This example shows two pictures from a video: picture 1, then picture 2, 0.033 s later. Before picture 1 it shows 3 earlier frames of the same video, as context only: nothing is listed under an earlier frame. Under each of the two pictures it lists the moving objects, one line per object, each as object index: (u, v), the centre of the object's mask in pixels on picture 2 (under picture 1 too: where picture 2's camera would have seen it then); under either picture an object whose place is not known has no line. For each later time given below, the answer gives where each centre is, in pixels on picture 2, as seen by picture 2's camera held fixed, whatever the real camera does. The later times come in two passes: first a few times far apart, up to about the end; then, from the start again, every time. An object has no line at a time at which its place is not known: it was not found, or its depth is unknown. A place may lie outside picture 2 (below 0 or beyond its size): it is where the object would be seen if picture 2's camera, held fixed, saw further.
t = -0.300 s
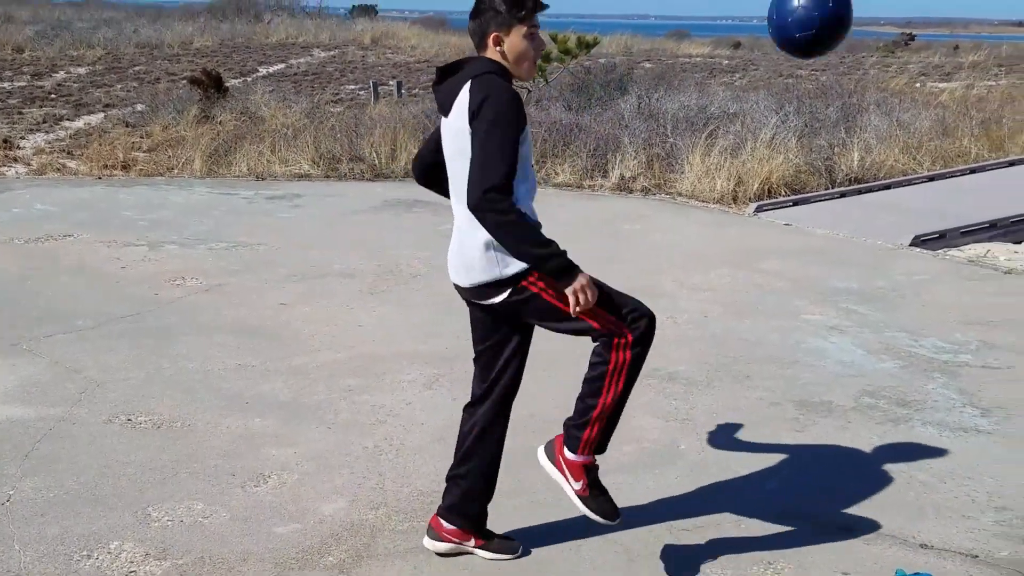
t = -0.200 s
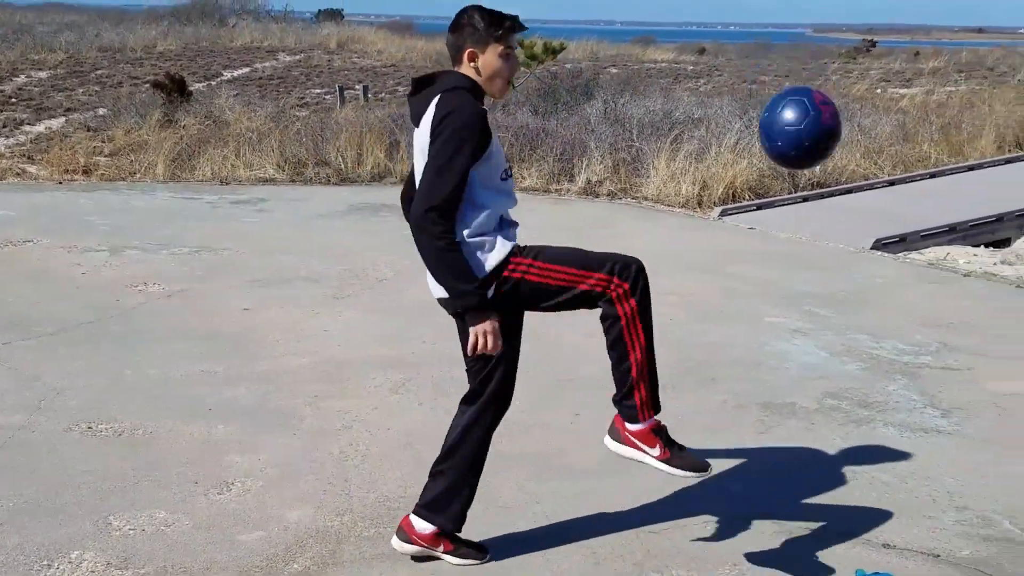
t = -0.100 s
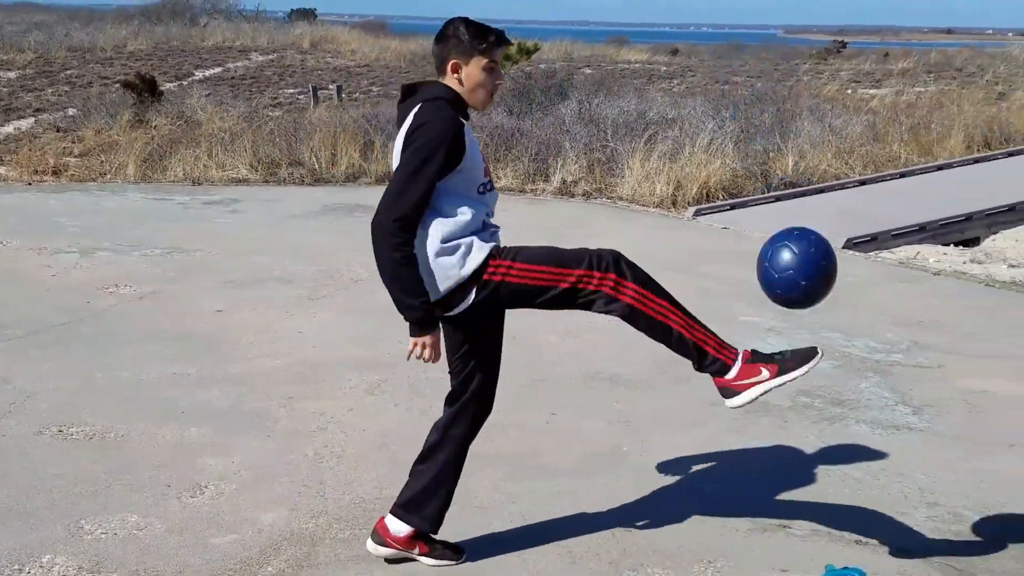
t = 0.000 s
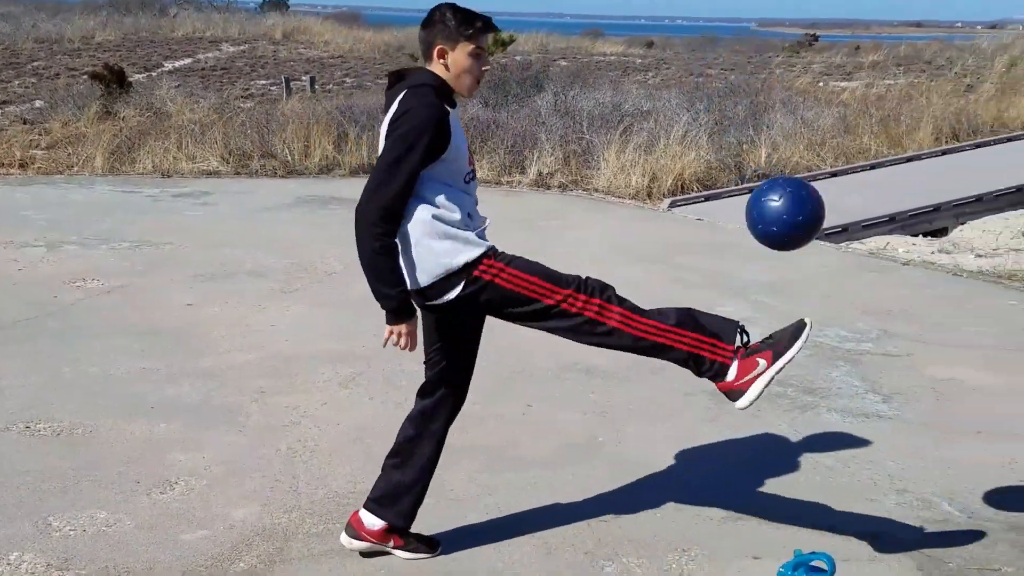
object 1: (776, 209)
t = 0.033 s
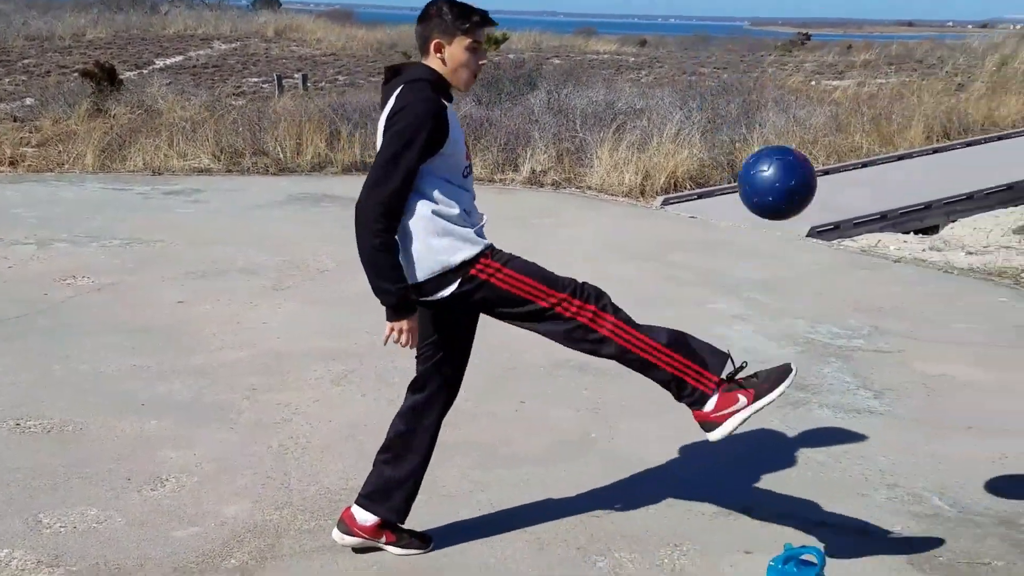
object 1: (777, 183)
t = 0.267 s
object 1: (767, 85)
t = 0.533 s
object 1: (740, 208)
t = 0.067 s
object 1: (776, 158)
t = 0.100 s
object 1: (776, 137)
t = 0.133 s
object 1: (775, 119)
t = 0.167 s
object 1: (774, 105)
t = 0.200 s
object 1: (772, 94)
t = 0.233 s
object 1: (770, 87)
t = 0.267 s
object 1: (767, 85)
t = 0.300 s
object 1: (764, 87)
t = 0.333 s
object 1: (761, 93)
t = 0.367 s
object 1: (757, 102)
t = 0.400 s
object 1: (754, 116)
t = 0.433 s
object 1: (750, 134)
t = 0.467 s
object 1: (747, 154)
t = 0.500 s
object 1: (743, 180)
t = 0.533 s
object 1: (740, 208)
